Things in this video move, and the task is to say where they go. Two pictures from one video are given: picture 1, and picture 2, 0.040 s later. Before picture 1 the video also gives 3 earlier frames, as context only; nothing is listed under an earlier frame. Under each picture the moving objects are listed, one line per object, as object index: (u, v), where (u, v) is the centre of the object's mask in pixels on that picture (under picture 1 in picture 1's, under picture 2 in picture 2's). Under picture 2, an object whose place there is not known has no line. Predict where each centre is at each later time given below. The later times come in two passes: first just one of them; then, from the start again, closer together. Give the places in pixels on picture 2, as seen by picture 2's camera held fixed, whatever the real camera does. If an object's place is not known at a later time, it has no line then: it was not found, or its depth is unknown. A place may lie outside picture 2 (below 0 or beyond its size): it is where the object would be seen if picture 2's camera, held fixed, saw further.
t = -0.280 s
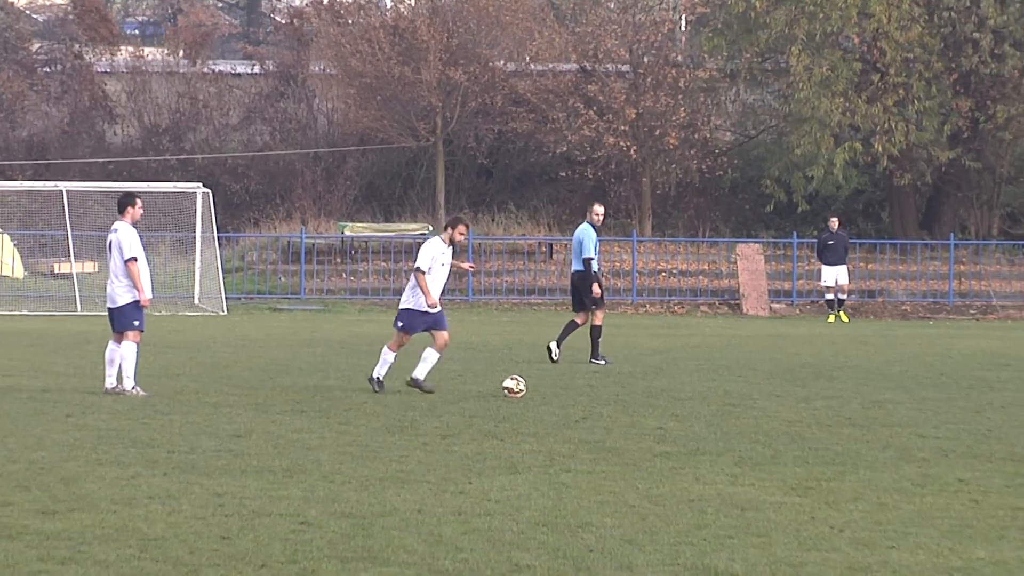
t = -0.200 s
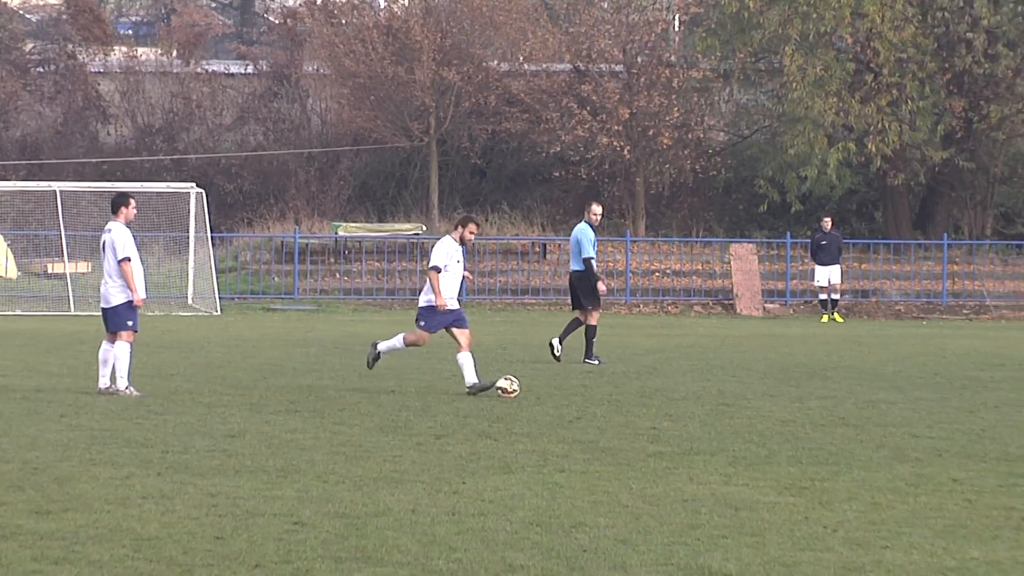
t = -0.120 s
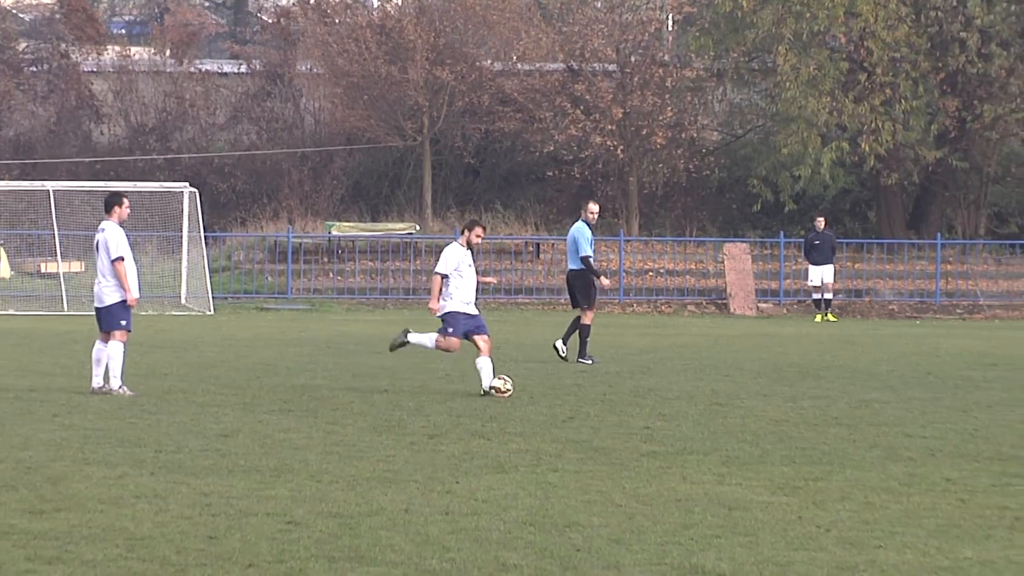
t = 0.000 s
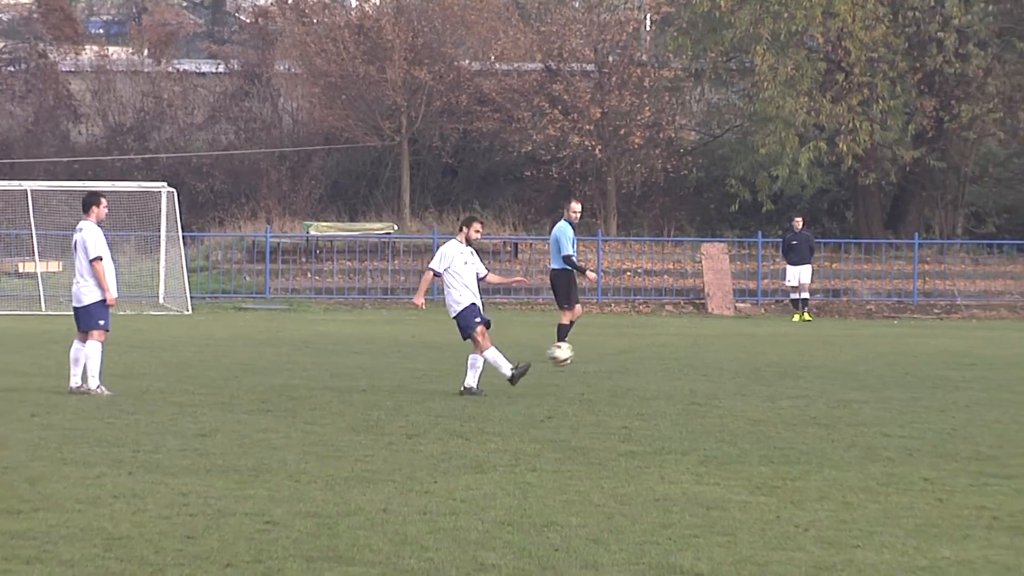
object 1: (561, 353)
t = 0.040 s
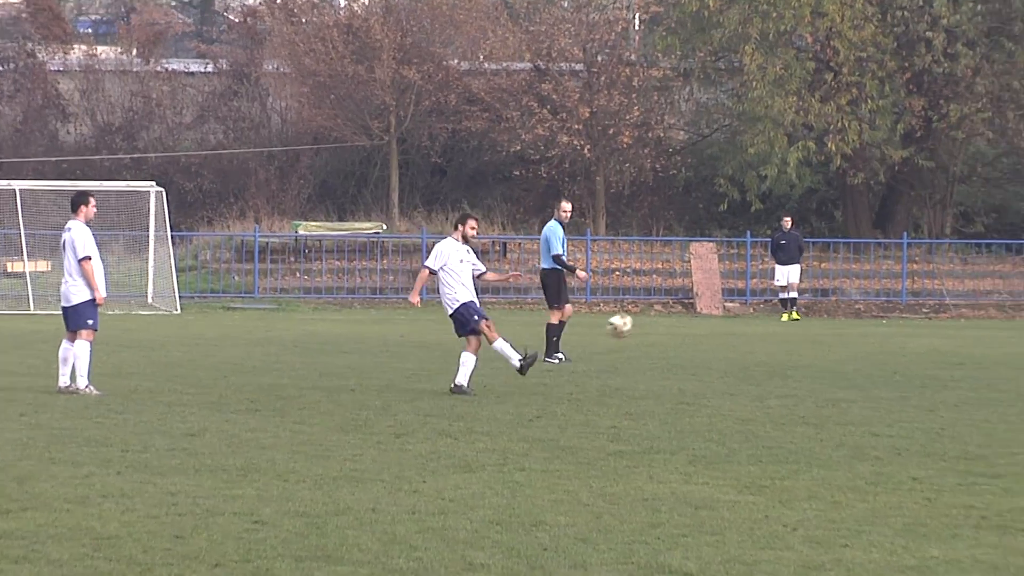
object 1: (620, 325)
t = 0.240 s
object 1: (965, 203)
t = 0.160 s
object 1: (827, 249)
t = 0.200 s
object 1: (896, 226)
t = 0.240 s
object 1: (965, 203)
